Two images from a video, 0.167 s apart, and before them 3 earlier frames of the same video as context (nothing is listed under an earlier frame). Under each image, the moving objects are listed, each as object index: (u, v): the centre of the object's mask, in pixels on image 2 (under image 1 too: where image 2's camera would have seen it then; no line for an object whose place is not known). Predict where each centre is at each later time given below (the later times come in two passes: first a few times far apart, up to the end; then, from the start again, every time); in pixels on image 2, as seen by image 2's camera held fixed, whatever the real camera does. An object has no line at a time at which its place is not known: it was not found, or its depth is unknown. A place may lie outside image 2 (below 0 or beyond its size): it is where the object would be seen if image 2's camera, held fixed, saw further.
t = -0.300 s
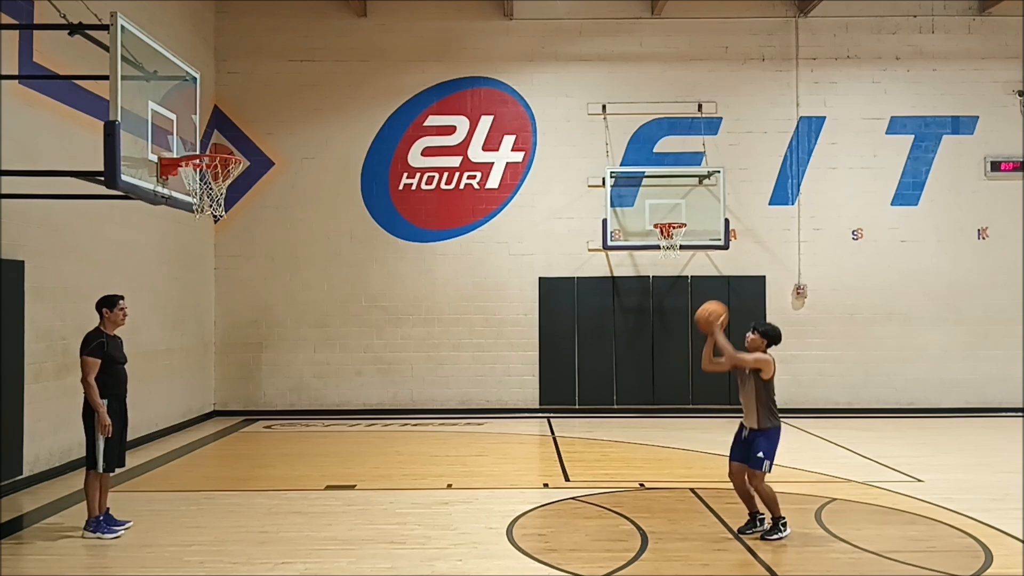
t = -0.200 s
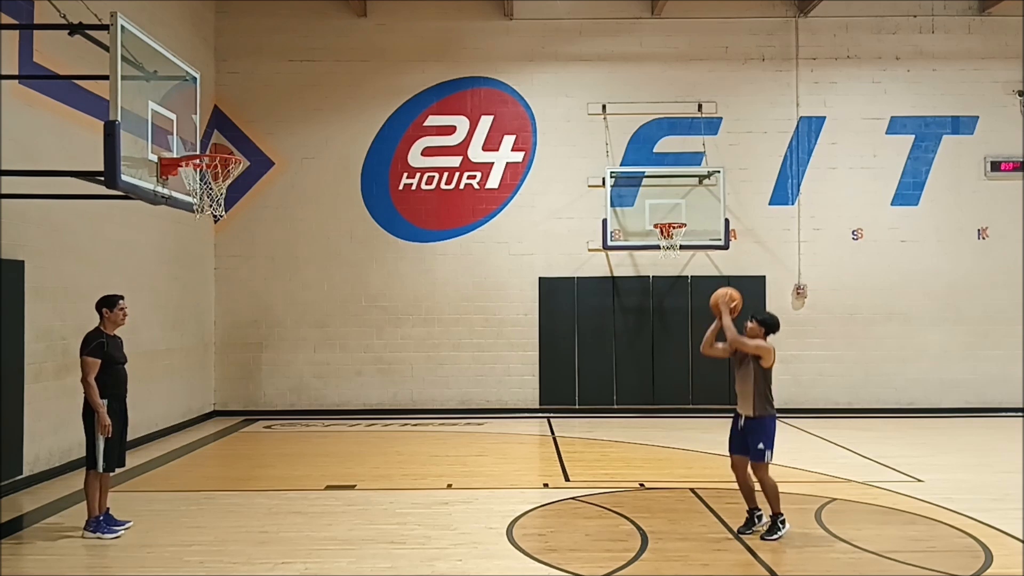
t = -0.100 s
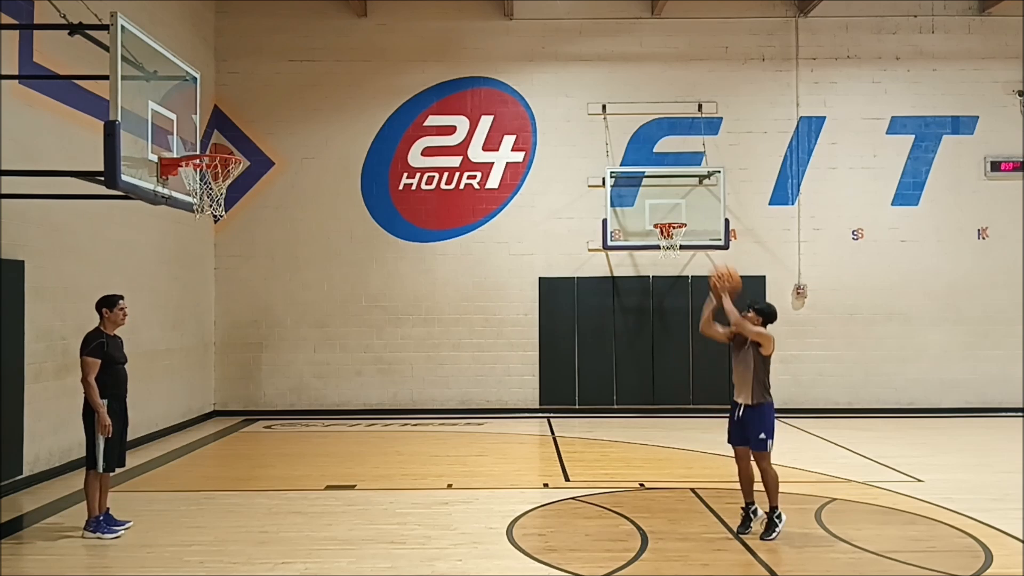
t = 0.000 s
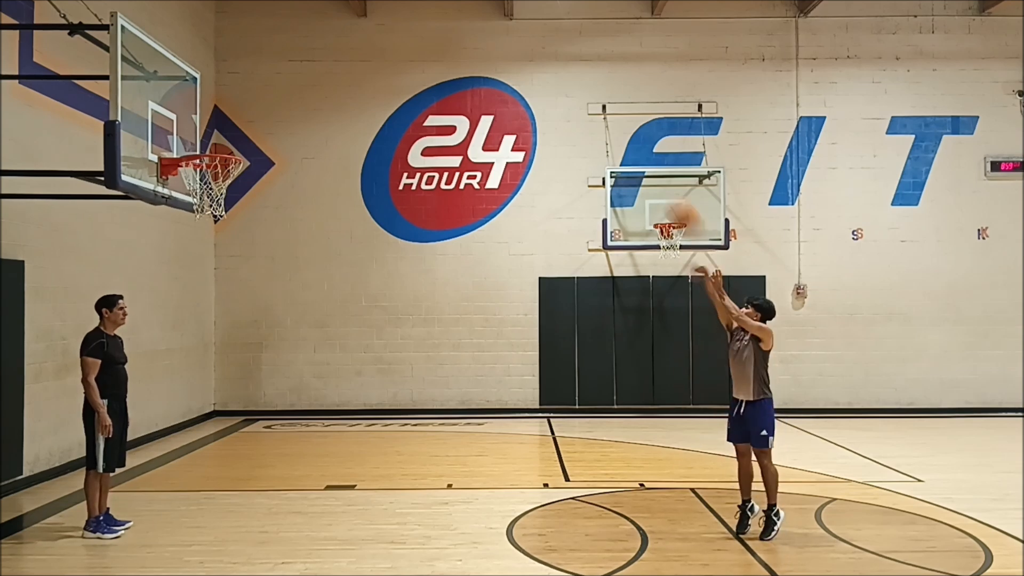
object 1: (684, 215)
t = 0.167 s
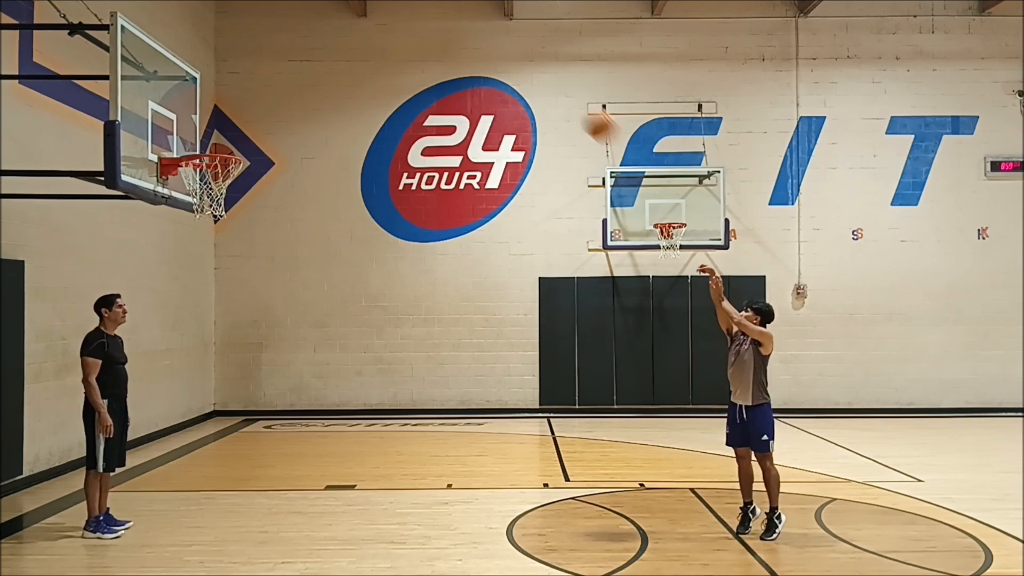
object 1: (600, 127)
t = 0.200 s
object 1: (583, 110)
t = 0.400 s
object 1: (487, 51)
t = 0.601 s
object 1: (392, 41)
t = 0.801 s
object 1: (296, 77)
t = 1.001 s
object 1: (203, 168)
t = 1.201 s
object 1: (217, 239)
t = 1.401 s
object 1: (237, 348)
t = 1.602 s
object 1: (256, 523)
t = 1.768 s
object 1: (284, 447)
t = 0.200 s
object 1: (583, 110)
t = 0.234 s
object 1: (567, 98)
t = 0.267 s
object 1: (551, 85)
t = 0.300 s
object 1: (534, 74)
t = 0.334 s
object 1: (518, 65)
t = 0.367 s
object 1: (502, 57)
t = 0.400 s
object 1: (487, 51)
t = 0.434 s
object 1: (471, 46)
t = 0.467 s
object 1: (455, 43)
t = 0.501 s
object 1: (440, 40)
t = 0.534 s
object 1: (423, 39)
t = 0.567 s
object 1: (408, 39)
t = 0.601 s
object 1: (392, 41)
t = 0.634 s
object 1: (375, 43)
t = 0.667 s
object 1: (360, 47)
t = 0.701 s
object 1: (344, 52)
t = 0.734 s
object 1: (328, 59)
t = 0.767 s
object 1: (313, 67)
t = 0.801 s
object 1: (296, 77)
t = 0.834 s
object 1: (281, 88)
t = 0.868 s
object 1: (265, 100)
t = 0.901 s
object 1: (253, 111)
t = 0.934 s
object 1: (236, 127)
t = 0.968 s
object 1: (221, 140)
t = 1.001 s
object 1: (203, 168)
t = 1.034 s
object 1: (203, 174)
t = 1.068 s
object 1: (205, 193)
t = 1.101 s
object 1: (205, 214)
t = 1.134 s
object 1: (211, 217)
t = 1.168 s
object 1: (214, 226)
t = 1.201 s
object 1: (217, 239)
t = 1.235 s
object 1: (220, 253)
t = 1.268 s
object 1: (224, 269)
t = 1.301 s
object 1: (227, 287)
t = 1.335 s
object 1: (231, 307)
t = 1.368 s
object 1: (234, 328)
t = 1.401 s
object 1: (237, 348)
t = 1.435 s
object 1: (241, 373)
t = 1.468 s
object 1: (244, 397)
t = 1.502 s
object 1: (247, 429)
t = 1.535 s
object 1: (249, 458)
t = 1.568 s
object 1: (253, 489)
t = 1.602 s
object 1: (256, 523)
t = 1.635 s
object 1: (261, 529)
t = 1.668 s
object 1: (267, 506)
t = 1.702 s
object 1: (273, 484)
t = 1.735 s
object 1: (278, 465)
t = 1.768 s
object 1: (284, 447)
